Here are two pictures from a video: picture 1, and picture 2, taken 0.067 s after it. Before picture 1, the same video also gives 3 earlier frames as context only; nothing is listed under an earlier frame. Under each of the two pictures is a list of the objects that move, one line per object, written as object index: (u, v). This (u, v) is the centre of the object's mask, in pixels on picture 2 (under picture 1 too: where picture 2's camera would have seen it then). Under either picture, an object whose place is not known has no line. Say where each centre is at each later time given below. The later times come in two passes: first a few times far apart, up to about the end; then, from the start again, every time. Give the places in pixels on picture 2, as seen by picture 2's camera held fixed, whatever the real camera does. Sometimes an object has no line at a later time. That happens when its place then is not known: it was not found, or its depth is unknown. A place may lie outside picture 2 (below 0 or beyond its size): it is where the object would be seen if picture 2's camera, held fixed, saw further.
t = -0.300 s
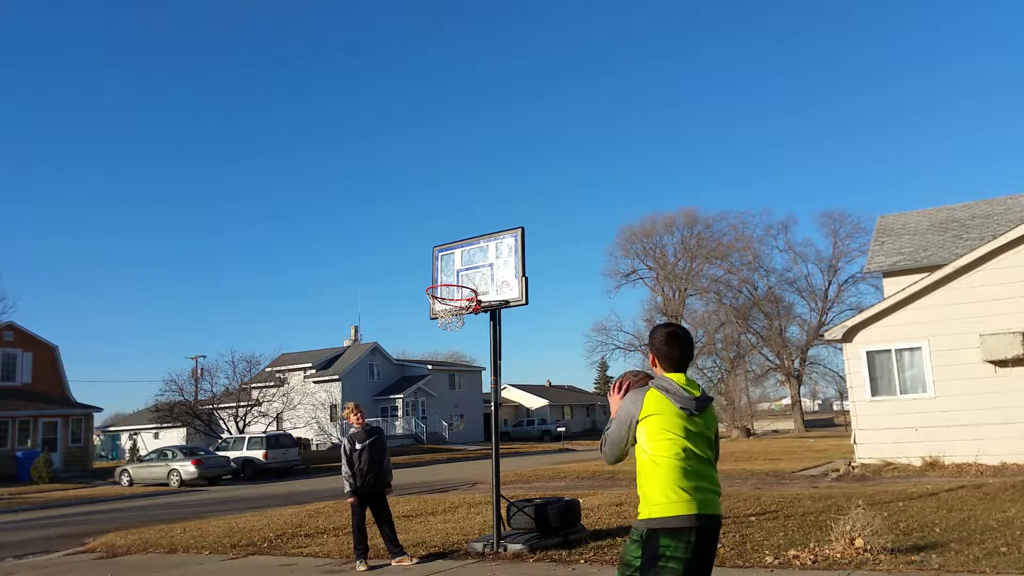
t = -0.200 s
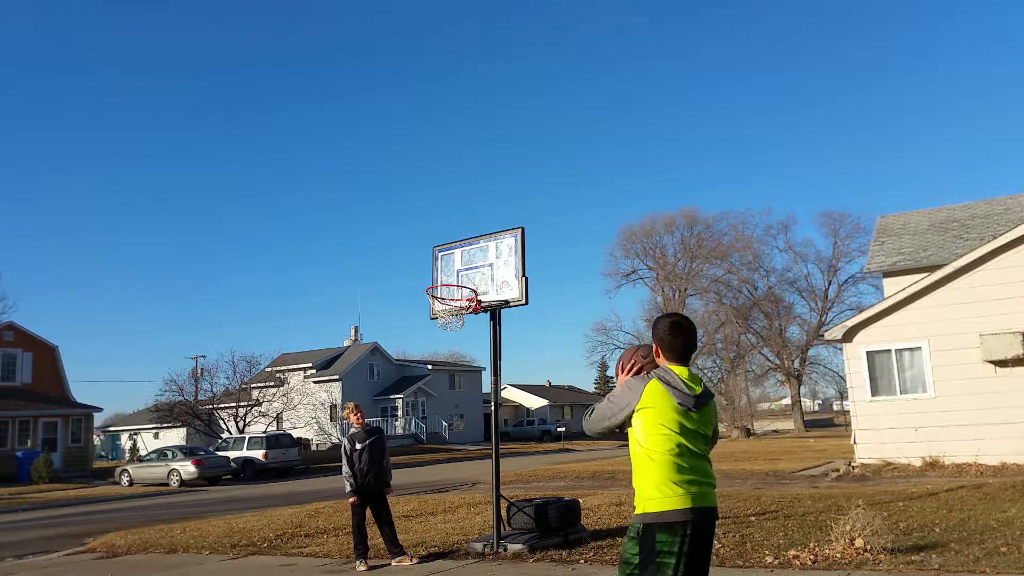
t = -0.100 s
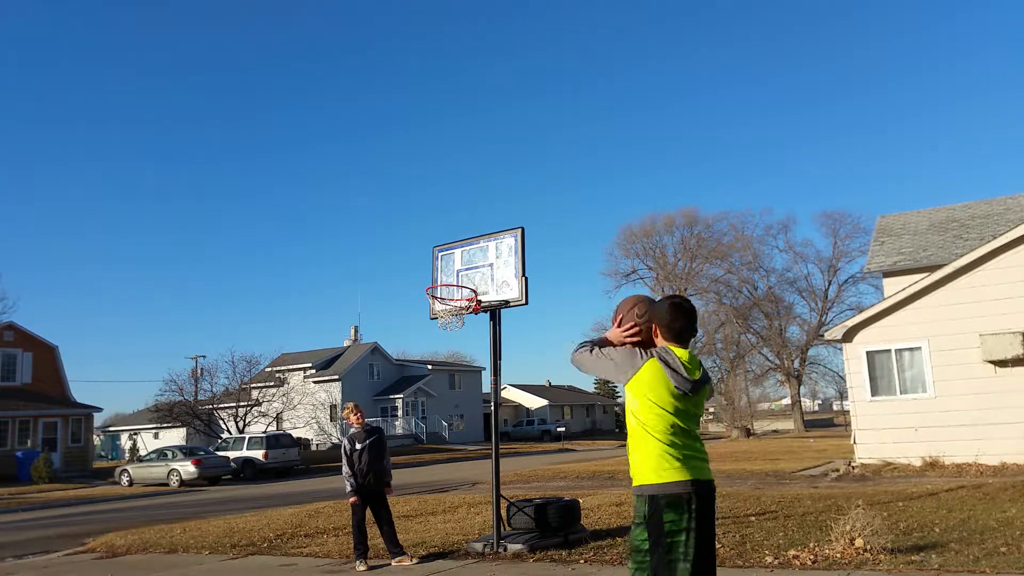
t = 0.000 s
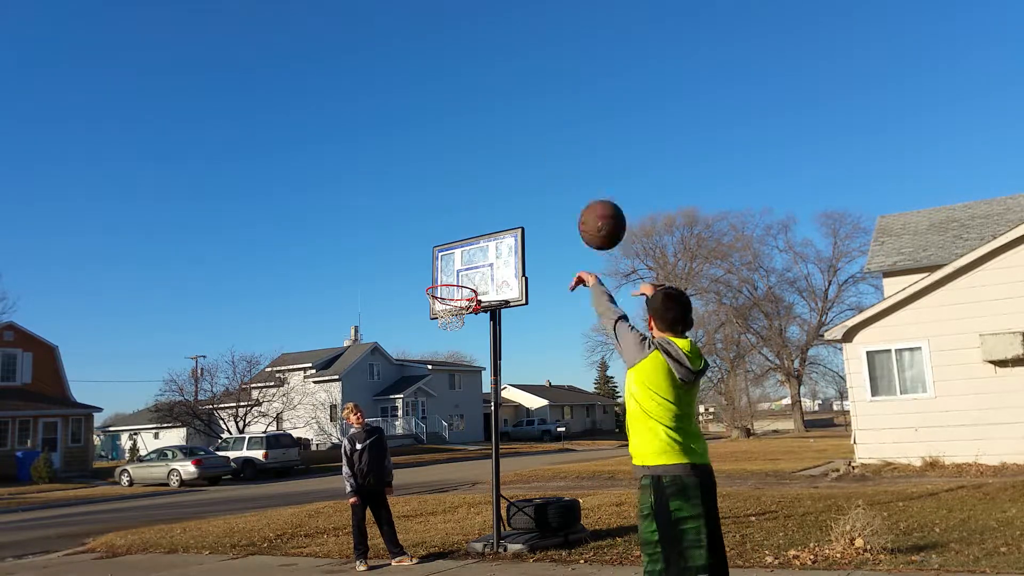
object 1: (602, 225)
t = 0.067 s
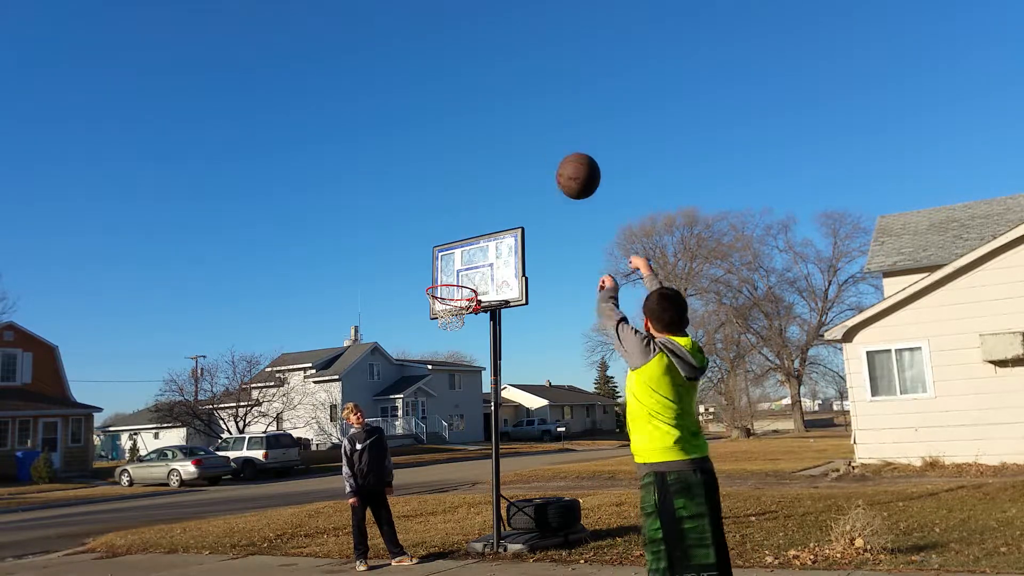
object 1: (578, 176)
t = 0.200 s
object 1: (542, 119)
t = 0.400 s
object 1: (505, 99)
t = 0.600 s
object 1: (482, 130)
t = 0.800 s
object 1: (465, 196)
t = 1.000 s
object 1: (453, 286)
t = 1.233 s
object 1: (451, 251)
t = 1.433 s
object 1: (452, 258)
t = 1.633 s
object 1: (456, 318)
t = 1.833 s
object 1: (465, 449)
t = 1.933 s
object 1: (470, 551)
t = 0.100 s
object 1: (568, 157)
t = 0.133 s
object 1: (559, 142)
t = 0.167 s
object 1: (550, 129)
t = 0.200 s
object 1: (542, 119)
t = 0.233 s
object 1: (535, 111)
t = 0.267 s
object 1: (529, 105)
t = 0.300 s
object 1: (522, 102)
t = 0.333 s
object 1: (516, 100)
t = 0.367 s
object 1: (510, 99)
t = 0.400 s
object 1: (505, 99)
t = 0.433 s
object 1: (501, 102)
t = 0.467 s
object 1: (496, 105)
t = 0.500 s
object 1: (493, 110)
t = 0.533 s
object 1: (489, 116)
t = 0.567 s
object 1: (485, 122)
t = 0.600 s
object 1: (482, 130)
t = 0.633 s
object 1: (478, 139)
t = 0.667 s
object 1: (475, 149)
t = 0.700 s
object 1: (472, 159)
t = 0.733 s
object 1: (470, 171)
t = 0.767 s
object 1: (467, 183)
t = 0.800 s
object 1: (465, 196)
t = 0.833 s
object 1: (463, 209)
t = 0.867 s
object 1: (460, 223)
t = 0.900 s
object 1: (459, 238)
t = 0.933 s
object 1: (456, 253)
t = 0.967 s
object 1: (455, 270)
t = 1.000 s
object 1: (453, 286)
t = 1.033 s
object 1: (452, 286)
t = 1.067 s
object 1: (452, 278)
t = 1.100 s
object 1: (452, 271)
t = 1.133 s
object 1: (451, 264)
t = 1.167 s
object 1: (451, 259)
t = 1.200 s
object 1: (451, 254)
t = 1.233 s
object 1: (451, 251)
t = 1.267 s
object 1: (451, 249)
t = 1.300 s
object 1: (452, 249)
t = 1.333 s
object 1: (452, 249)
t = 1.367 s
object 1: (452, 250)
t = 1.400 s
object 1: (452, 253)
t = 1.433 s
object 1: (452, 258)
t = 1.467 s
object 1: (453, 264)
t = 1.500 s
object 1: (453, 271)
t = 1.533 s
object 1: (454, 280)
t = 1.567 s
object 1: (455, 291)
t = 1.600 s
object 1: (455, 304)
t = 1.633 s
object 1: (456, 318)
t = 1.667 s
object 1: (458, 335)
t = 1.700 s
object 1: (459, 352)
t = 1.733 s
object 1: (460, 374)
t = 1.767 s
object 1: (461, 395)
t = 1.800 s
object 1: (464, 421)
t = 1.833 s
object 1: (465, 449)
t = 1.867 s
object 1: (469, 480)
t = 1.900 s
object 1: (469, 513)
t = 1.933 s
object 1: (470, 551)
